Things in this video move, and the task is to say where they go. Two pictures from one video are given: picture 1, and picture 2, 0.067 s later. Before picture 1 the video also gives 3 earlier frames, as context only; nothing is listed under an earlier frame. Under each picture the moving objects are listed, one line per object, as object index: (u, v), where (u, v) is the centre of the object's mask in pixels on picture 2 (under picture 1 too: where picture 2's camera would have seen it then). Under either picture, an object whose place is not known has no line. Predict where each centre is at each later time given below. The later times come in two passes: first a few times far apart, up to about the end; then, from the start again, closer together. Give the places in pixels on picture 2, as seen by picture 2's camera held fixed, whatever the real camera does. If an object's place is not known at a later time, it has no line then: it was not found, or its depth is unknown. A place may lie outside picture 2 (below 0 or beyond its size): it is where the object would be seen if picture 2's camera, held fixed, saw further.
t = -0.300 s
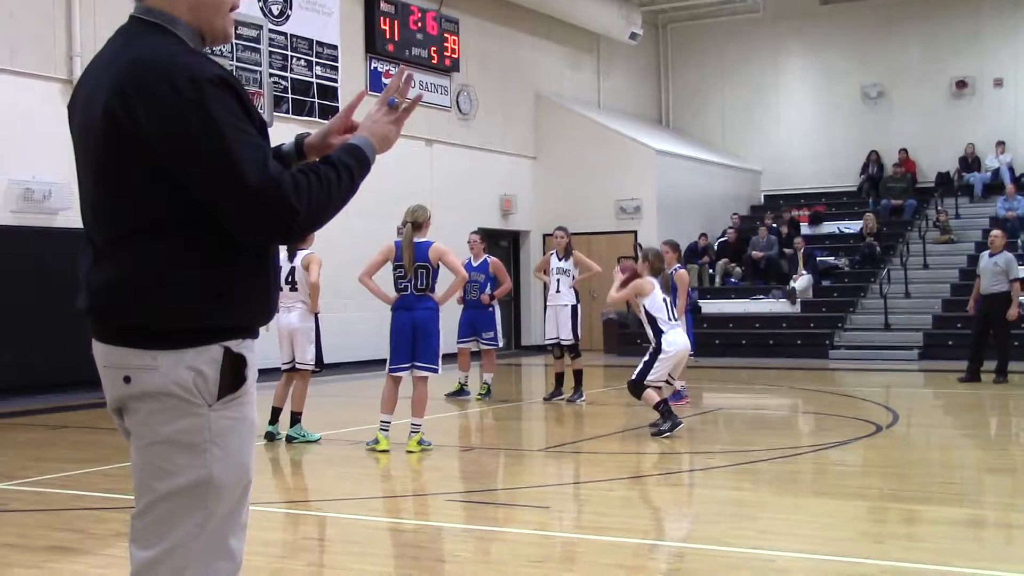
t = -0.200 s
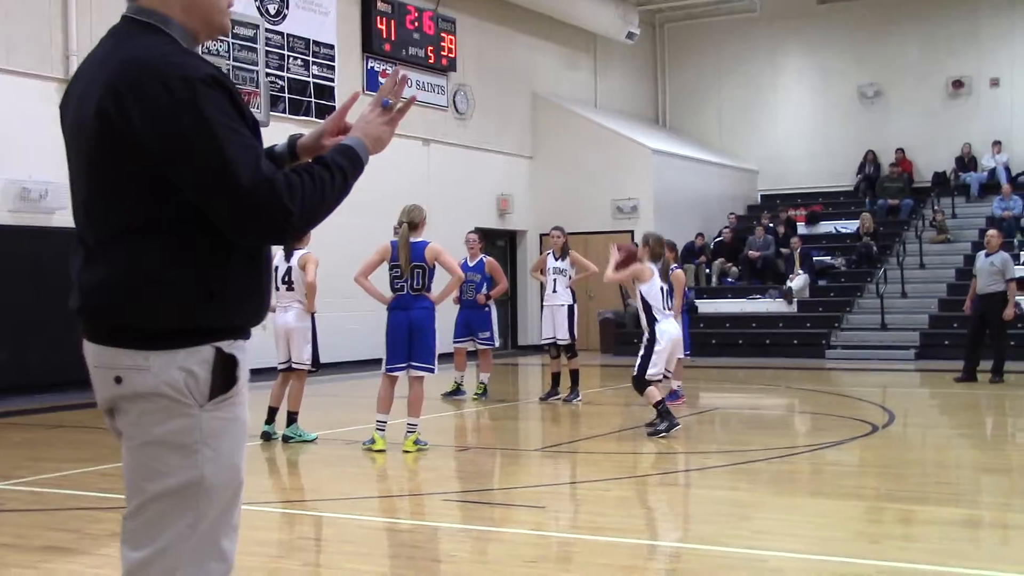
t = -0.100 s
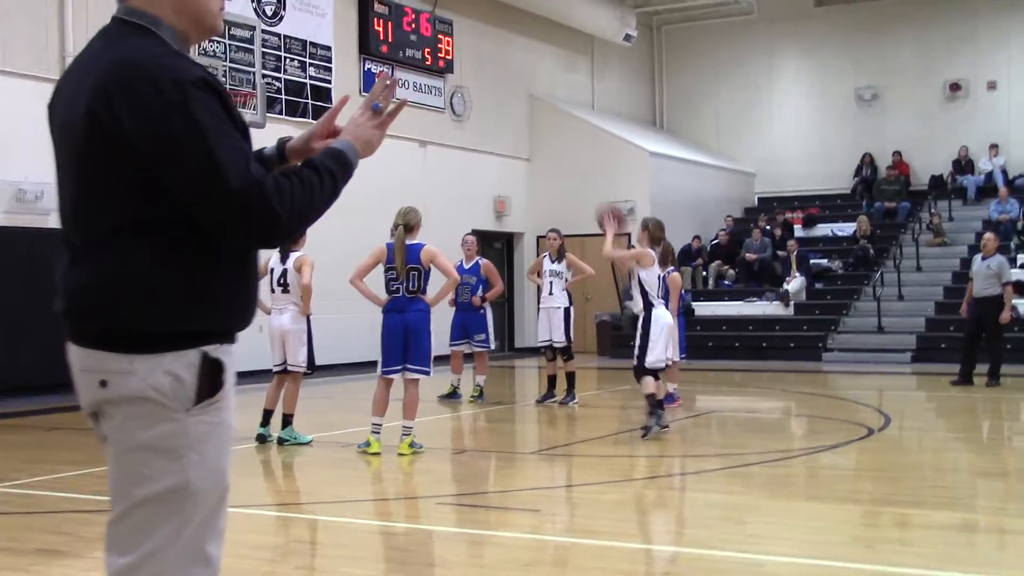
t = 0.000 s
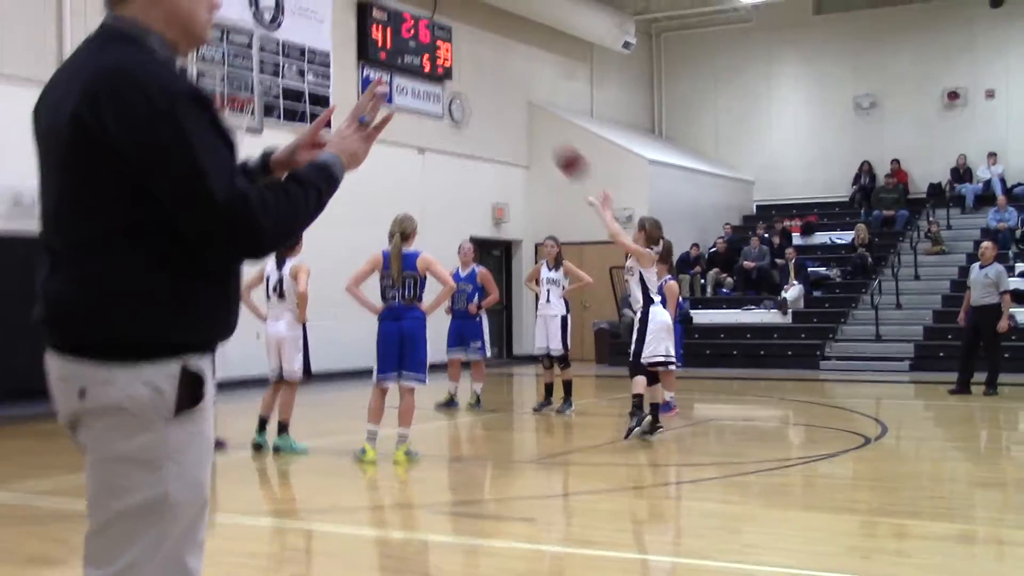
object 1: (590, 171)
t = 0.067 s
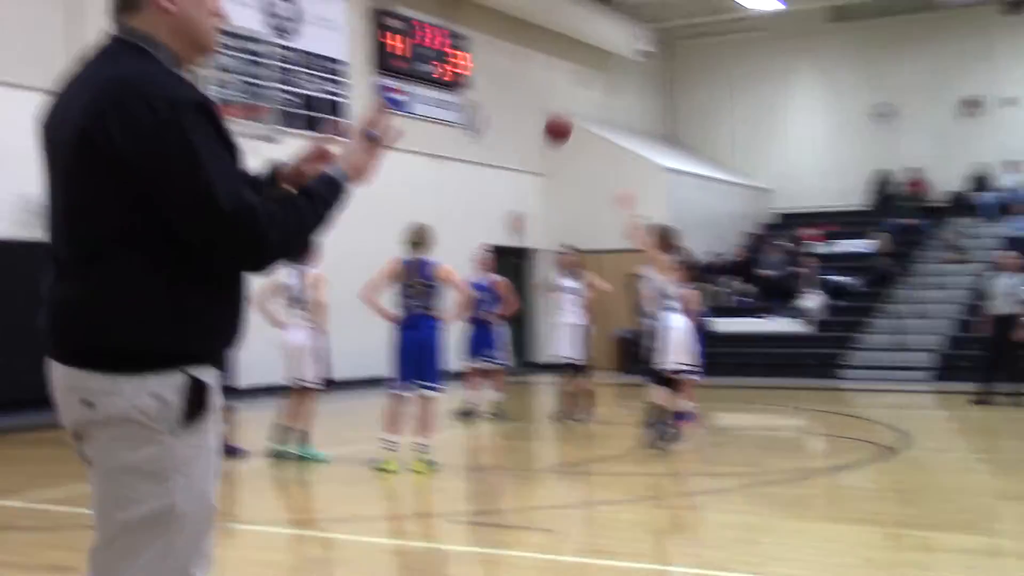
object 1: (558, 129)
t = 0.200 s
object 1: (504, 68)
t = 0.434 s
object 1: (413, 14)
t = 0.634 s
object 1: (345, 16)
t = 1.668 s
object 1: (238, 306)
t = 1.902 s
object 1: (249, 384)
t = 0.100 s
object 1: (548, 112)
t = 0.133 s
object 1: (533, 95)
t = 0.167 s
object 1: (518, 79)
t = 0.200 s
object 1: (504, 68)
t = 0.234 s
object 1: (491, 56)
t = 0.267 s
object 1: (478, 46)
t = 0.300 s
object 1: (464, 36)
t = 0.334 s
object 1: (451, 29)
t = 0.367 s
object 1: (438, 22)
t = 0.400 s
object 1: (425, 17)
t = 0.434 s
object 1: (413, 14)
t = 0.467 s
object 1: (402, 11)
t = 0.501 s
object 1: (389, 10)
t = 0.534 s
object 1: (379, 10)
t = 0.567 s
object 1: (369, 11)
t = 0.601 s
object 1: (358, 13)
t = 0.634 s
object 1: (345, 16)
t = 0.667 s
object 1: (334, 20)
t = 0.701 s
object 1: (324, 26)
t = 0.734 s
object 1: (313, 34)
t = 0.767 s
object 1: (302, 42)
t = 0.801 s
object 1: (293, 52)
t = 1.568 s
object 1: (240, 251)
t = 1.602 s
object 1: (240, 268)
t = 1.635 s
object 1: (241, 288)
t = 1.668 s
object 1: (238, 306)
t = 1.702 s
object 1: (245, 323)
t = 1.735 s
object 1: (244, 345)
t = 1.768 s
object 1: (245, 367)
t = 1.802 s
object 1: (242, 392)
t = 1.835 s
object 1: (240, 413)
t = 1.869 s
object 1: (244, 401)
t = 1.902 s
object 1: (249, 384)
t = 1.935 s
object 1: (248, 368)
